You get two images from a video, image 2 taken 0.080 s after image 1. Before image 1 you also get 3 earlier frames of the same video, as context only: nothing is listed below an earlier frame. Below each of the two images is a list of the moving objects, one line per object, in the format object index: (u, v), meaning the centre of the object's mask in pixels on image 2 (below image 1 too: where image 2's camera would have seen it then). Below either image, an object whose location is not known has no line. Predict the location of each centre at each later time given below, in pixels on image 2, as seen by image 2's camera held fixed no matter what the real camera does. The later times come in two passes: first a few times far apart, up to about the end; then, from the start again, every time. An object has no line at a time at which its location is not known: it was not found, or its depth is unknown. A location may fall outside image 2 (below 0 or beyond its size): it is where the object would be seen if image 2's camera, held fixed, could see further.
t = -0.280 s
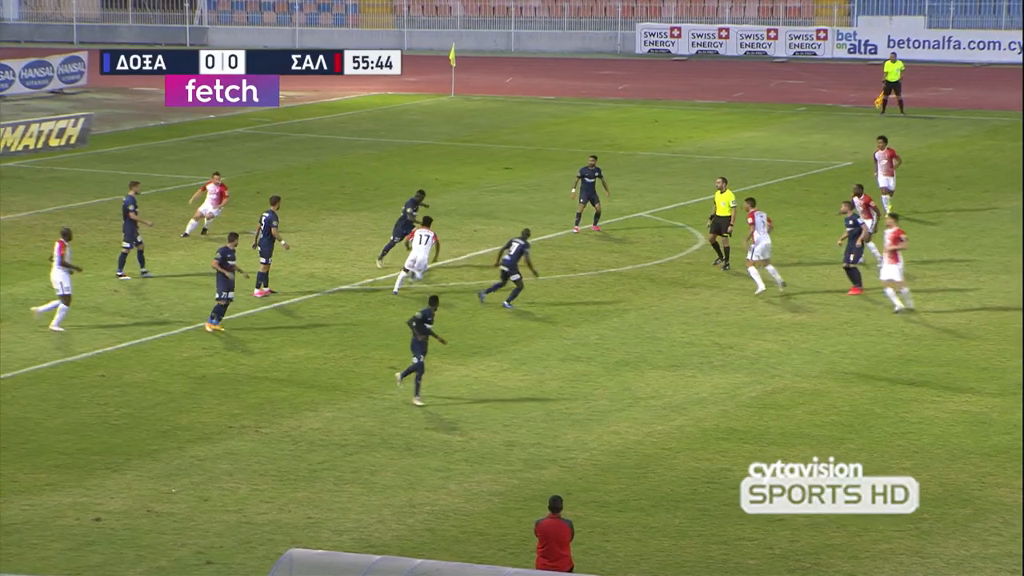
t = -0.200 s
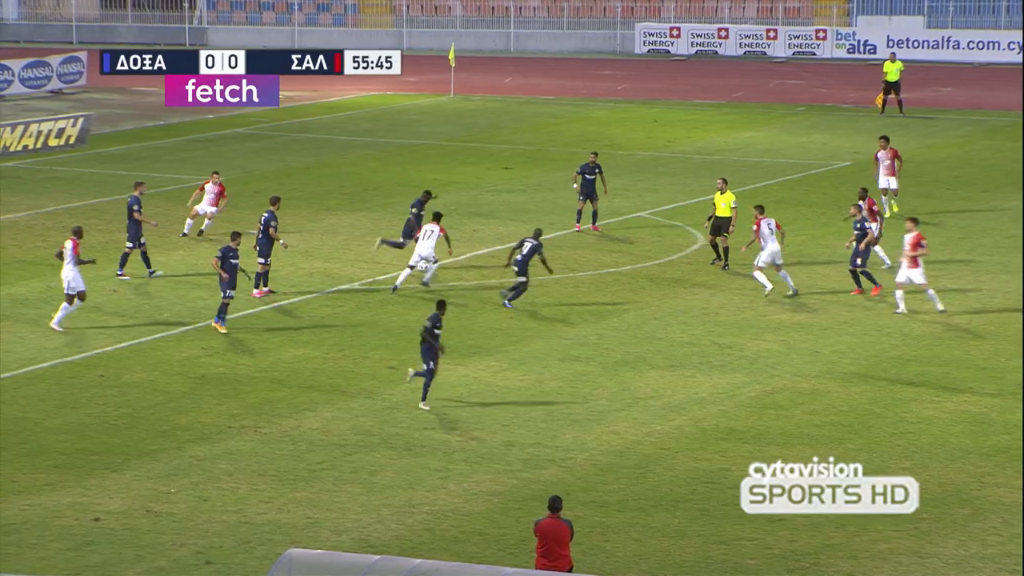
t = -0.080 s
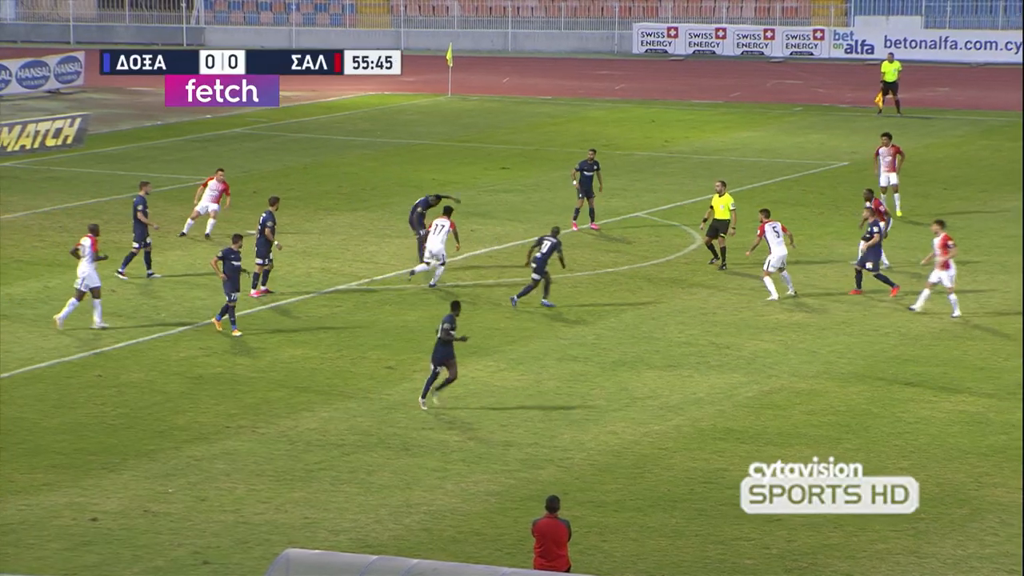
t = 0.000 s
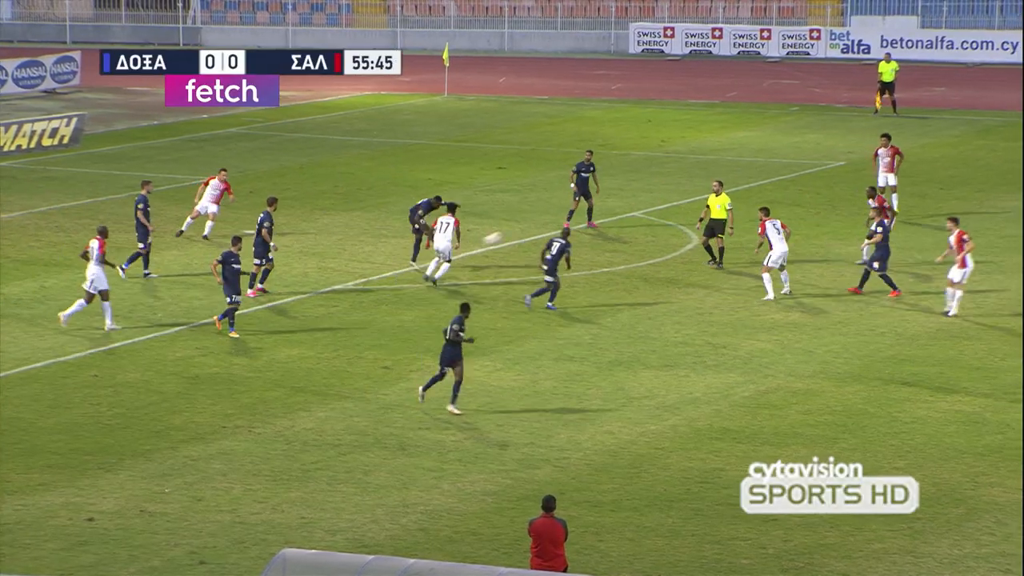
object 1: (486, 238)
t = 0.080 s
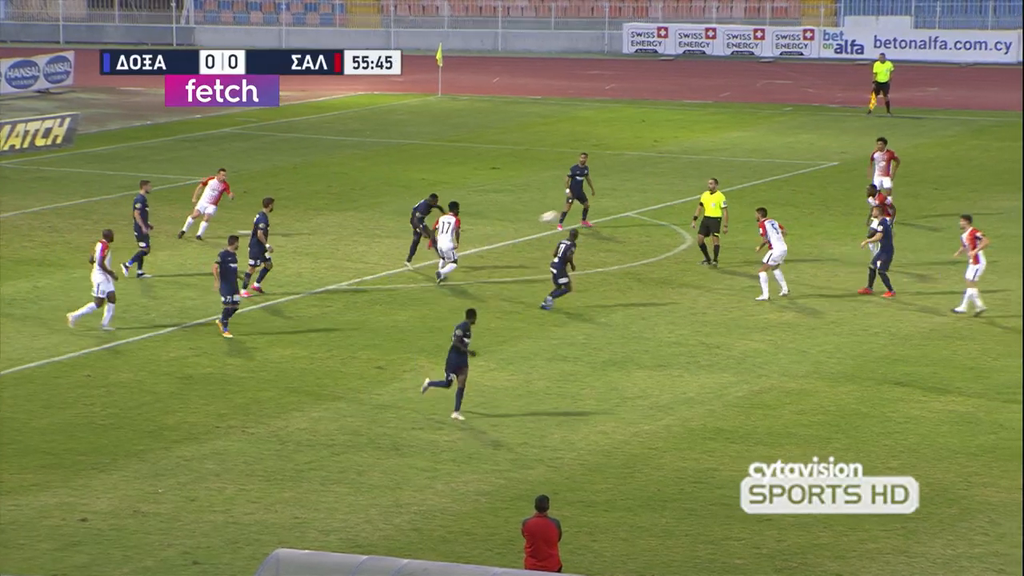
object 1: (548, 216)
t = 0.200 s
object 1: (641, 188)
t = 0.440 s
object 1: (822, 144)
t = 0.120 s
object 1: (579, 207)
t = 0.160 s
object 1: (610, 197)
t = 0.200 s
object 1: (641, 188)
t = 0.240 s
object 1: (672, 179)
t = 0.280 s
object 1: (702, 171)
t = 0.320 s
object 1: (732, 163)
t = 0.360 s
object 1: (762, 156)
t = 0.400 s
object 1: (792, 149)
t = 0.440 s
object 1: (822, 144)
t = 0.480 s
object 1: (852, 138)
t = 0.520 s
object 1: (883, 132)
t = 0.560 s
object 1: (911, 127)
